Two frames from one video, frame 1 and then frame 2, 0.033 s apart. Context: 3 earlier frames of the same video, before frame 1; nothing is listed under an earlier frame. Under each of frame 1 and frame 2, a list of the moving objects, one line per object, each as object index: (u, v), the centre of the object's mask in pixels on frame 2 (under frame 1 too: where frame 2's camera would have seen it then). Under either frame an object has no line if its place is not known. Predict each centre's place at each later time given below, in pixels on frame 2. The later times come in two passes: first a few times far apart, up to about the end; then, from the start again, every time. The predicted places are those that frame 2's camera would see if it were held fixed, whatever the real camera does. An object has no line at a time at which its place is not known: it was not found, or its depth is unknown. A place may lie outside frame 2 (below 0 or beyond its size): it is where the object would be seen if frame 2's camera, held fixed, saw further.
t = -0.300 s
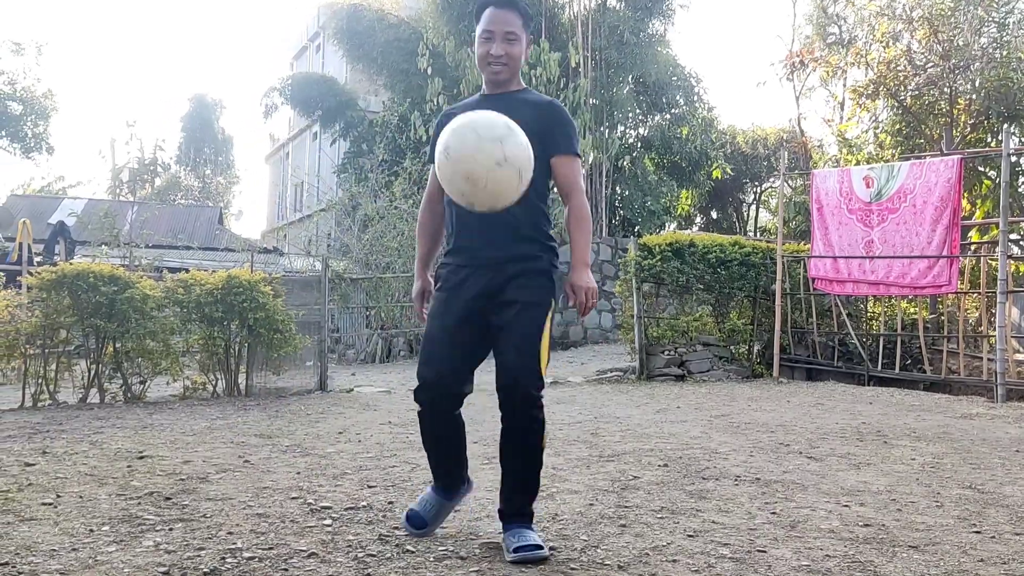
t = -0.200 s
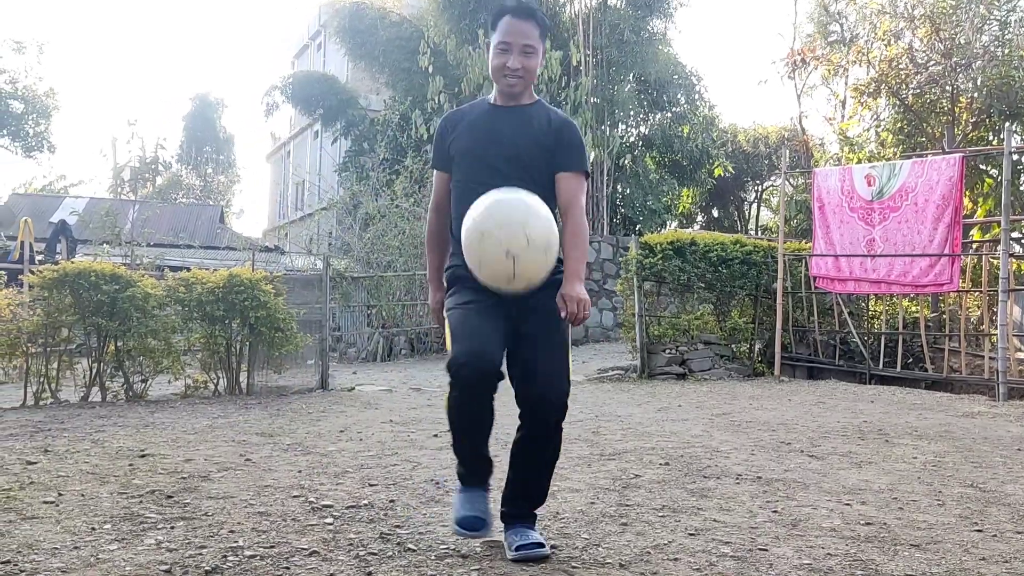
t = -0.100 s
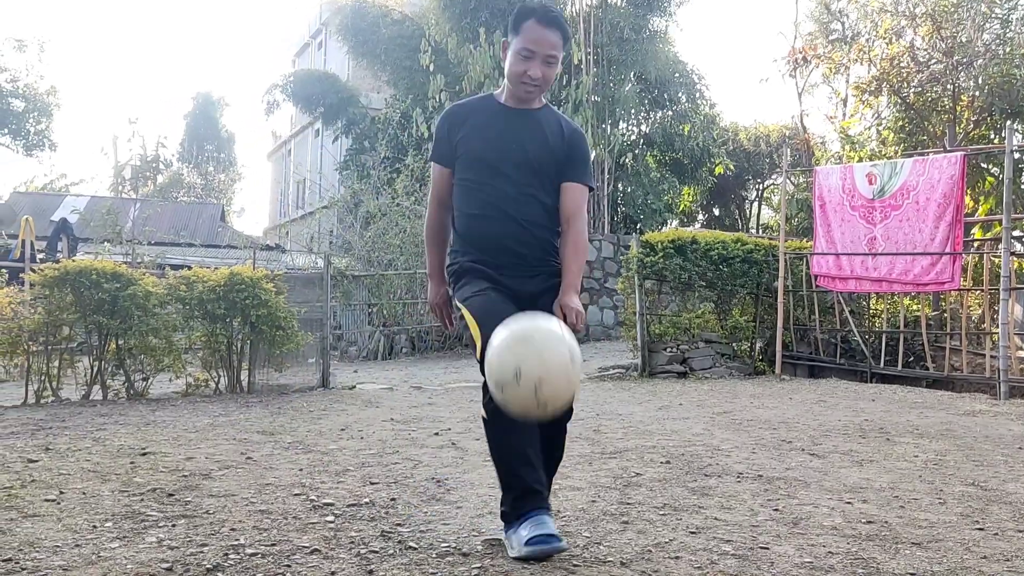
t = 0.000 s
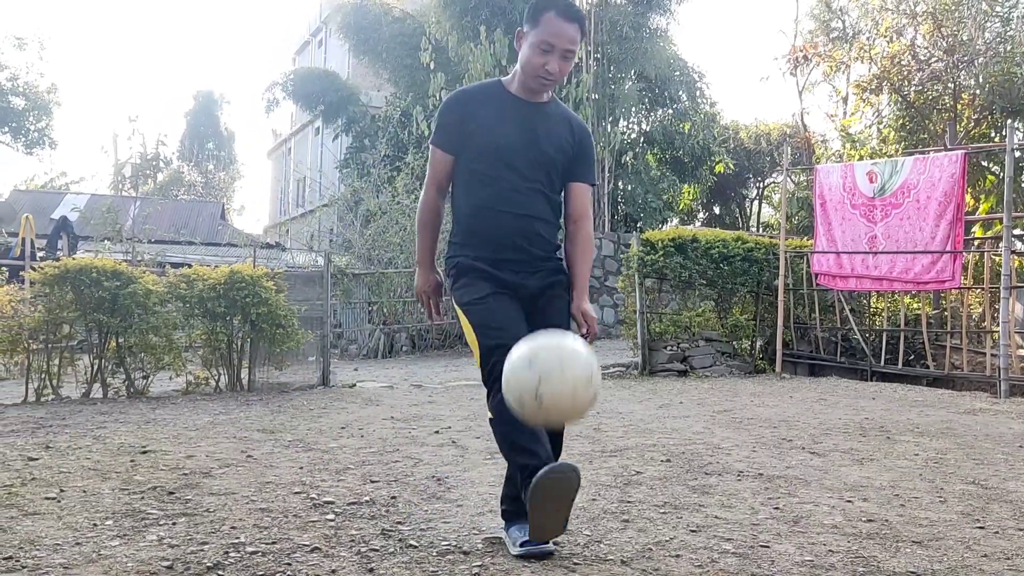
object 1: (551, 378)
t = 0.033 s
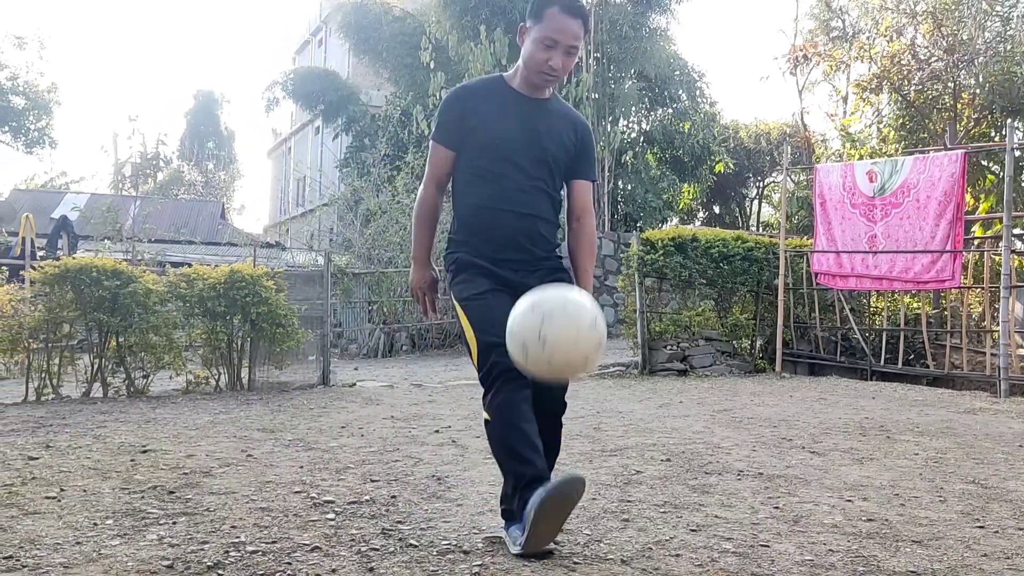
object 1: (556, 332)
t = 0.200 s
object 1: (577, 160)
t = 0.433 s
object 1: (602, 104)
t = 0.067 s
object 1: (561, 291)
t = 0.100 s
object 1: (565, 253)
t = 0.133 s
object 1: (569, 218)
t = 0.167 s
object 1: (573, 187)
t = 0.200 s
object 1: (577, 160)
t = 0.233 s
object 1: (581, 138)
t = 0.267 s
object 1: (585, 120)
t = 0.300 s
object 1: (588, 107)
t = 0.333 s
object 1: (592, 98)
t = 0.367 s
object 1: (595, 95)
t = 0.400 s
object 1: (599, 97)
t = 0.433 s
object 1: (602, 104)
